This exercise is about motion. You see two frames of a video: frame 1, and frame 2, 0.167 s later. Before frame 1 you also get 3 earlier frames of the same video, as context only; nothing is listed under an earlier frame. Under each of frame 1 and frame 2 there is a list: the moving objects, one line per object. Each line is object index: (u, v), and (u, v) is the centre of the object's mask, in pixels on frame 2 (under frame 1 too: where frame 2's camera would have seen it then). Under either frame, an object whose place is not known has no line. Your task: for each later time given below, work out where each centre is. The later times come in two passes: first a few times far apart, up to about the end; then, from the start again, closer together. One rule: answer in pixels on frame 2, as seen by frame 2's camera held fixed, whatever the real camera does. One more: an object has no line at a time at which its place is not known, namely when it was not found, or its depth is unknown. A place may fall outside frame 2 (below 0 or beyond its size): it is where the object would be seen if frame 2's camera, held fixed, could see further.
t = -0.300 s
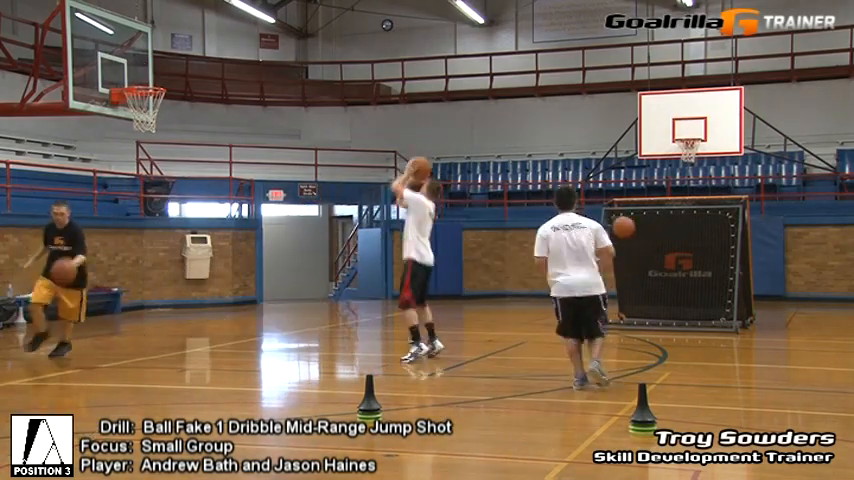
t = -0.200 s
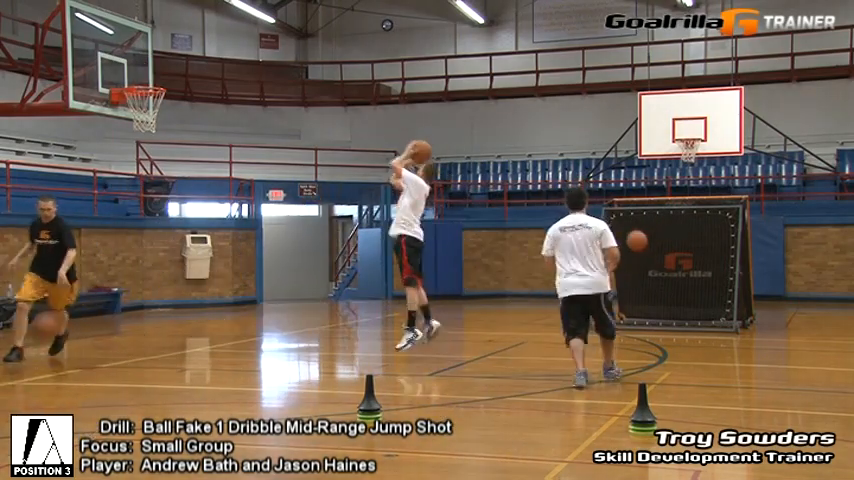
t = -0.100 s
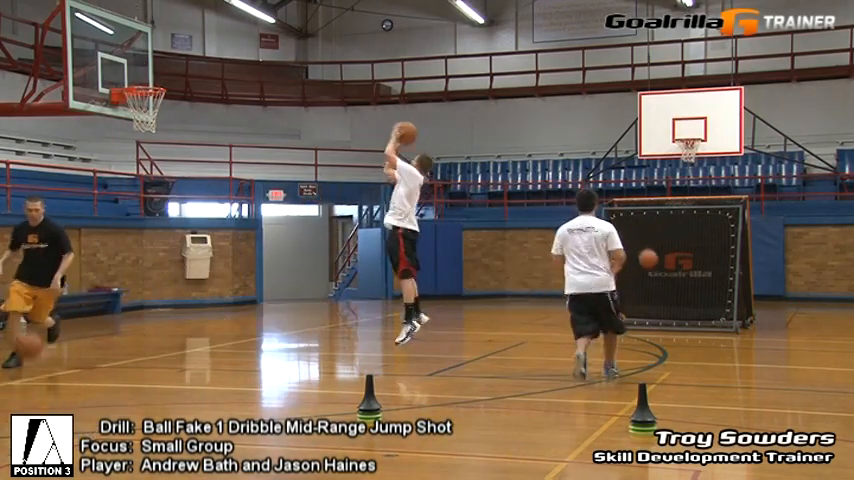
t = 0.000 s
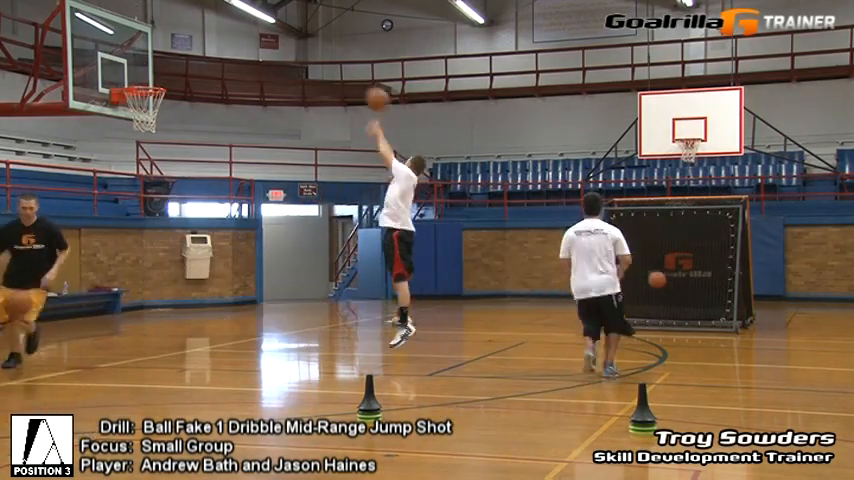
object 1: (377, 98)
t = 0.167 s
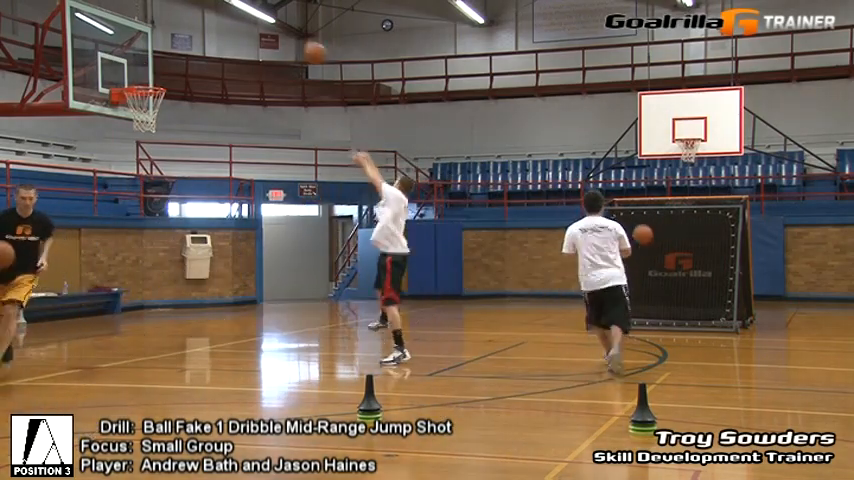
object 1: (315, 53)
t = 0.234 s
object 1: (291, 41)
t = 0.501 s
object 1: (199, 36)
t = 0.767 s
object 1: (124, 72)
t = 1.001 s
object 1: (130, 38)
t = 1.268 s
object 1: (143, 55)
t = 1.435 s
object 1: (151, 94)
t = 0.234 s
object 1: (291, 41)
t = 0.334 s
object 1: (256, 33)
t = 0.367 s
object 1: (244, 31)
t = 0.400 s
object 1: (233, 30)
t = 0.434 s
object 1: (222, 31)
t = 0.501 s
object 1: (199, 36)
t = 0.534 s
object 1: (188, 40)
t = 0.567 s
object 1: (178, 44)
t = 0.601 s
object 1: (167, 51)
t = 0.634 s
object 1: (156, 55)
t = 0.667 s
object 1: (146, 63)
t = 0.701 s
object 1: (137, 72)
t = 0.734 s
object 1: (126, 78)
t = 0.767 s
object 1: (124, 72)
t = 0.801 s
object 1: (123, 64)
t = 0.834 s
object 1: (123, 56)
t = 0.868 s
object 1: (124, 50)
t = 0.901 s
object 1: (127, 45)
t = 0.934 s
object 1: (128, 42)
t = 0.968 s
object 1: (129, 39)
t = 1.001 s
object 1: (130, 38)
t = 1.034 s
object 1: (132, 37)
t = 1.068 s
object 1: (132, 37)
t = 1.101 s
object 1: (134, 37)
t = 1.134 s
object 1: (137, 38)
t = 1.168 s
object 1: (138, 41)
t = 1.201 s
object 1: (139, 44)
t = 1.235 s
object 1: (141, 49)
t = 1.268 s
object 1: (143, 55)
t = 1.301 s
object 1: (145, 61)
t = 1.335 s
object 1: (146, 67)
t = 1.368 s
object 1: (148, 76)
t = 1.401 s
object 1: (150, 81)
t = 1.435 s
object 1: (151, 94)
